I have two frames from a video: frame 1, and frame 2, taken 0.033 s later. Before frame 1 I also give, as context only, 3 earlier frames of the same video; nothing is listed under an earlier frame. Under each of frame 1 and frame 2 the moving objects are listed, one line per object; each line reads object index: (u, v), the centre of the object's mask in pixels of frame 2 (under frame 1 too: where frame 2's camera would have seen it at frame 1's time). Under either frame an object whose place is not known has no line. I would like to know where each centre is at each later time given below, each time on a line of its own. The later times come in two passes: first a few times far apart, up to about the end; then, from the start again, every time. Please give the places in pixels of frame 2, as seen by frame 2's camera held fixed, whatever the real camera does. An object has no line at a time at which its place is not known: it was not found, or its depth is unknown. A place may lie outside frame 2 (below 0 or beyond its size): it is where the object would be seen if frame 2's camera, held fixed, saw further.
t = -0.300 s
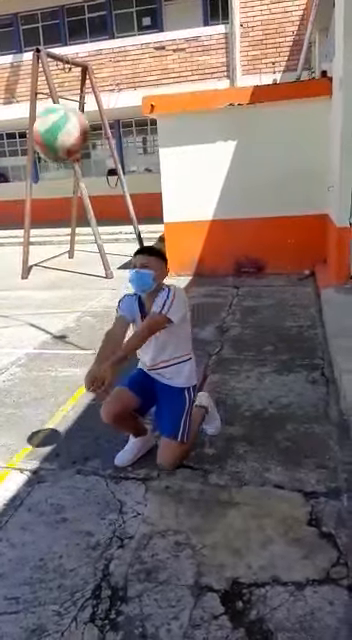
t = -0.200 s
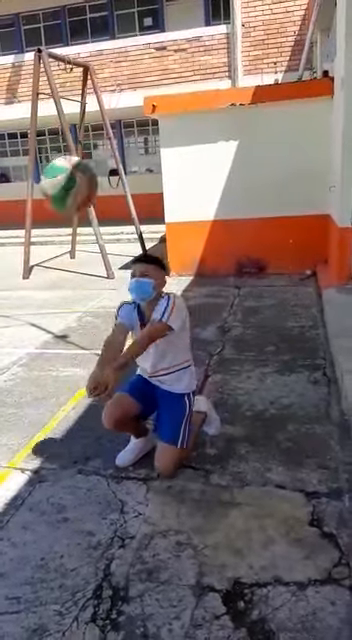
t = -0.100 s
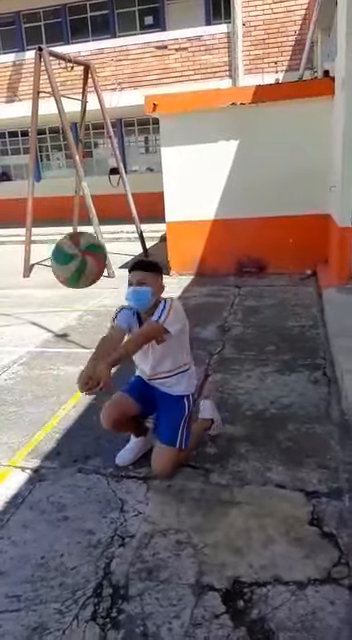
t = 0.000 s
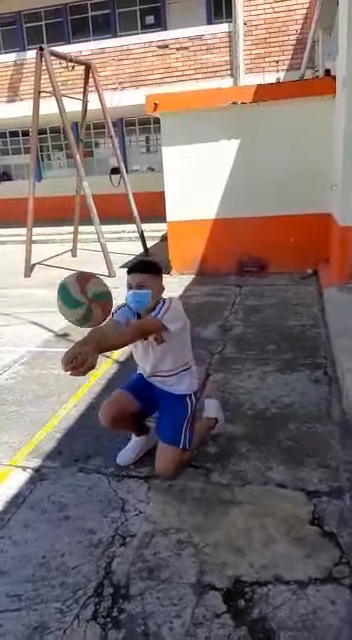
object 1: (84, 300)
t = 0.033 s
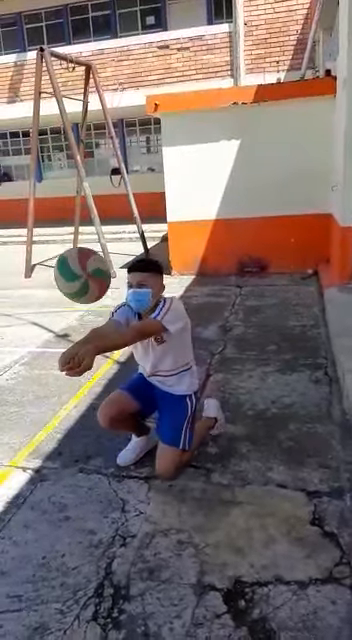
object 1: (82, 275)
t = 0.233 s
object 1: (73, 179)
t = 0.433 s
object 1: (78, 195)
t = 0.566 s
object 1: (88, 260)
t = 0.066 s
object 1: (79, 252)
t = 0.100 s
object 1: (77, 232)
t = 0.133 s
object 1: (75, 214)
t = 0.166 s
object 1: (74, 200)
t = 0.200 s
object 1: (74, 188)
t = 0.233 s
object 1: (73, 179)
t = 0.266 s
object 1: (74, 173)
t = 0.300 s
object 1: (74, 171)
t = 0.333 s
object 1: (74, 172)
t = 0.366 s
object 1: (76, 176)
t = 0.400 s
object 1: (77, 184)
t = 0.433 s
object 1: (78, 195)
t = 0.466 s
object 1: (80, 207)
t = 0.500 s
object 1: (83, 222)
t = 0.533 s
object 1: (85, 240)
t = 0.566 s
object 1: (88, 260)
